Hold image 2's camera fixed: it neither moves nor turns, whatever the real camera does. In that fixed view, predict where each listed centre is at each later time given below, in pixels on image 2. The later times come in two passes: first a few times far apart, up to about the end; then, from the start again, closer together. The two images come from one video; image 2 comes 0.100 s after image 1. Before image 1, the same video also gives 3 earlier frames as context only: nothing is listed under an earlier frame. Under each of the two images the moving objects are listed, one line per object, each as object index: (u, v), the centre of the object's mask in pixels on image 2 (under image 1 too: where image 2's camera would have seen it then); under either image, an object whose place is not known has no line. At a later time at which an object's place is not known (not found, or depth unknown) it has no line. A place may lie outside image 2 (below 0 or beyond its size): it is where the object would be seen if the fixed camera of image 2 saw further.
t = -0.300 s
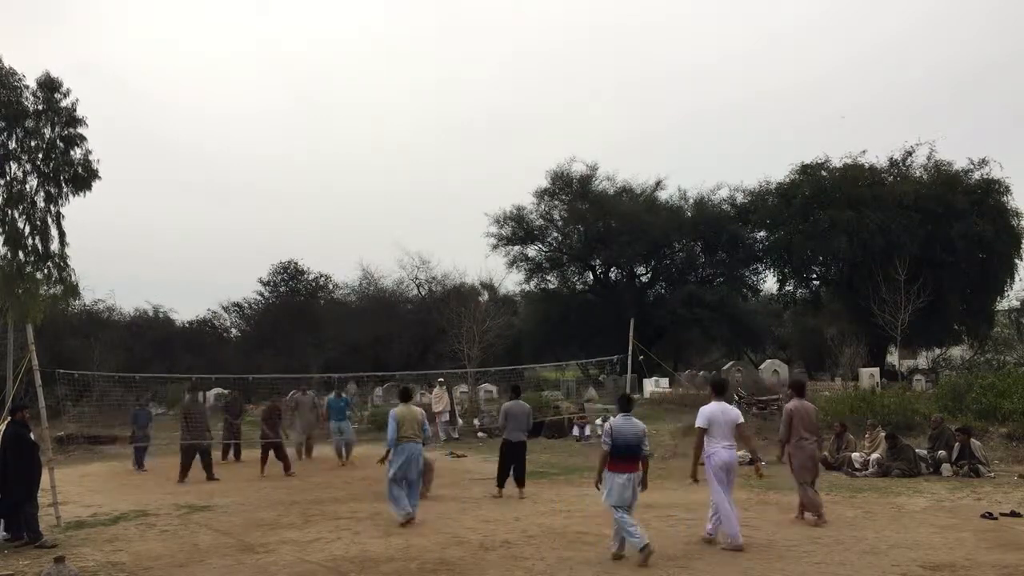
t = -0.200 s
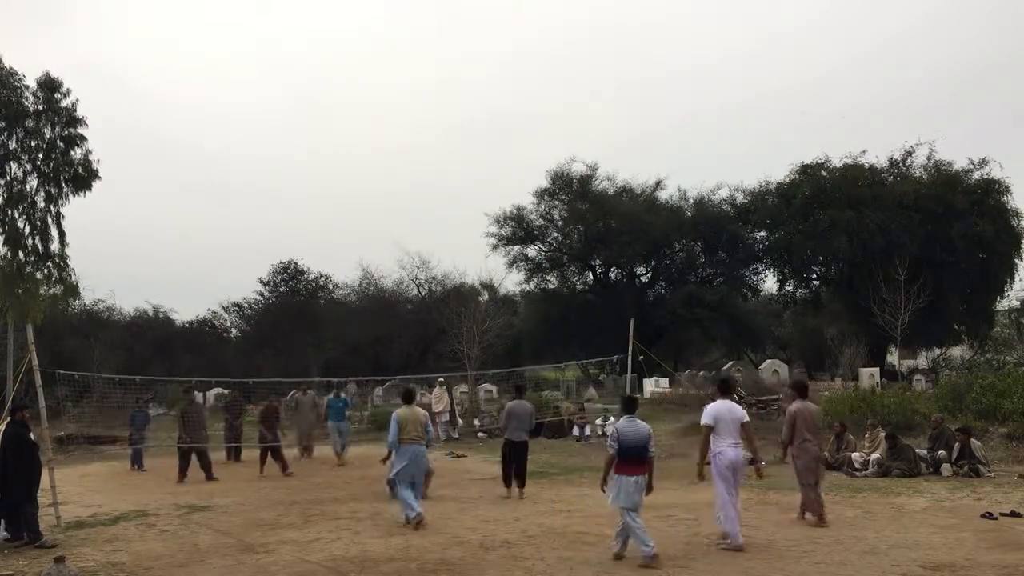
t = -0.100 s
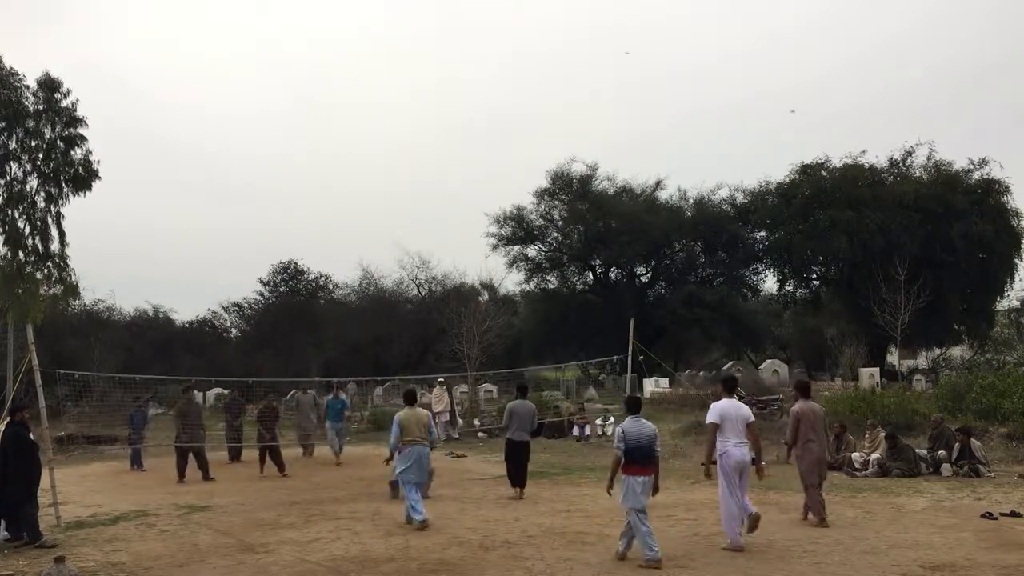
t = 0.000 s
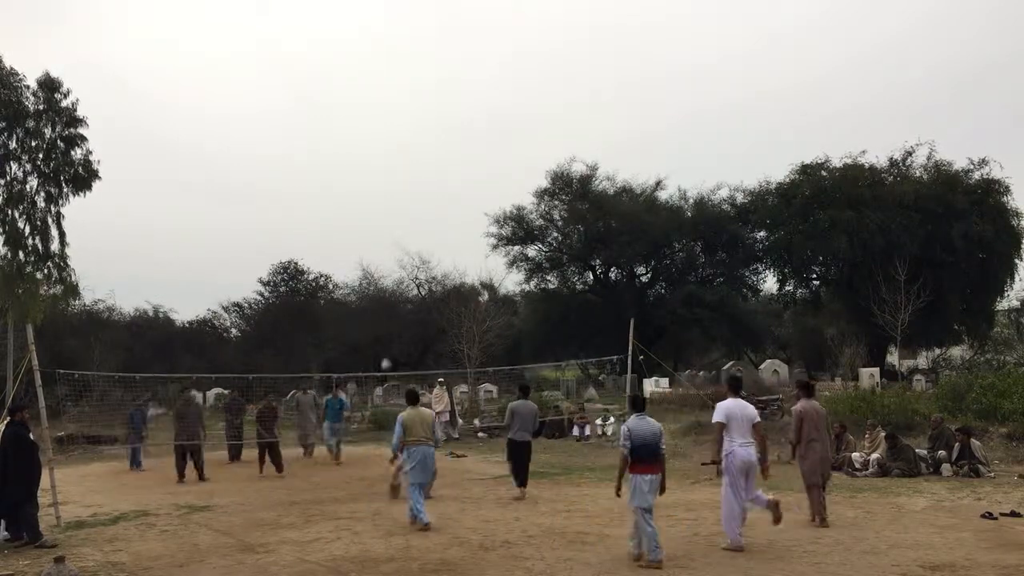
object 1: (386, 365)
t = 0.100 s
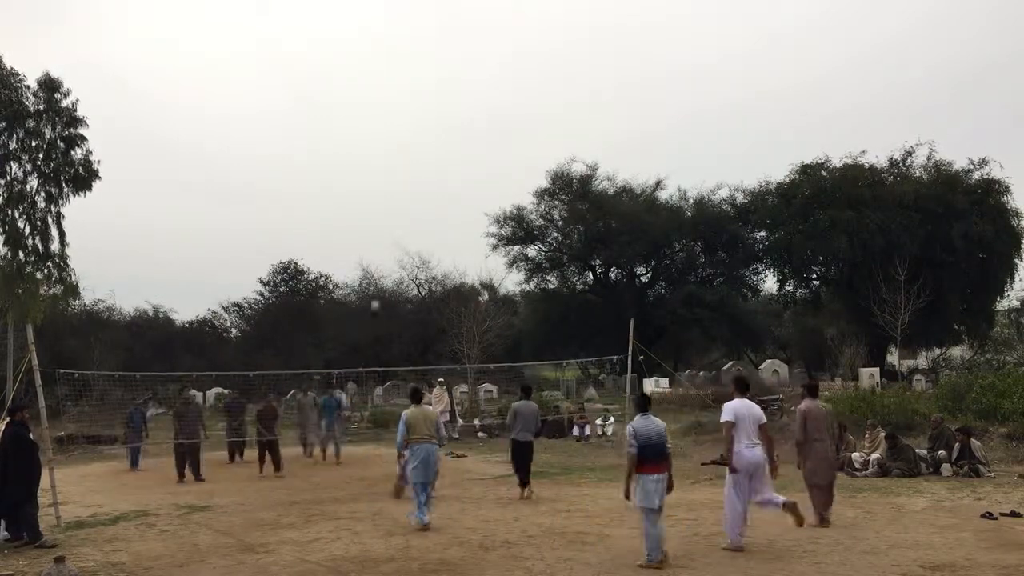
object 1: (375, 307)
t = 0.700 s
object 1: (321, 121)
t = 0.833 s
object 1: (311, 111)
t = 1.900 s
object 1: (254, 325)
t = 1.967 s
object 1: (250, 356)
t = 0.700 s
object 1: (321, 121)
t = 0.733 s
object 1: (319, 118)
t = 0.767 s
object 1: (316, 115)
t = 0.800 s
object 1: (314, 113)
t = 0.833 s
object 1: (311, 111)
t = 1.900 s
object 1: (254, 325)
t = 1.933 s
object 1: (252, 339)
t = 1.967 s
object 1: (250, 356)
